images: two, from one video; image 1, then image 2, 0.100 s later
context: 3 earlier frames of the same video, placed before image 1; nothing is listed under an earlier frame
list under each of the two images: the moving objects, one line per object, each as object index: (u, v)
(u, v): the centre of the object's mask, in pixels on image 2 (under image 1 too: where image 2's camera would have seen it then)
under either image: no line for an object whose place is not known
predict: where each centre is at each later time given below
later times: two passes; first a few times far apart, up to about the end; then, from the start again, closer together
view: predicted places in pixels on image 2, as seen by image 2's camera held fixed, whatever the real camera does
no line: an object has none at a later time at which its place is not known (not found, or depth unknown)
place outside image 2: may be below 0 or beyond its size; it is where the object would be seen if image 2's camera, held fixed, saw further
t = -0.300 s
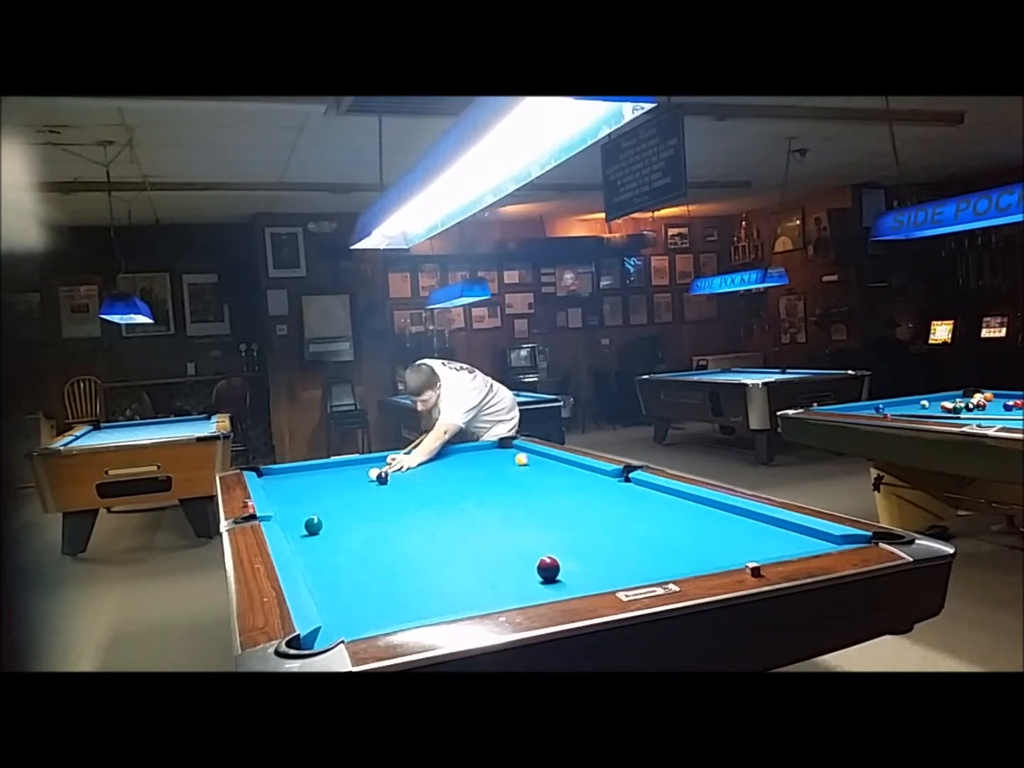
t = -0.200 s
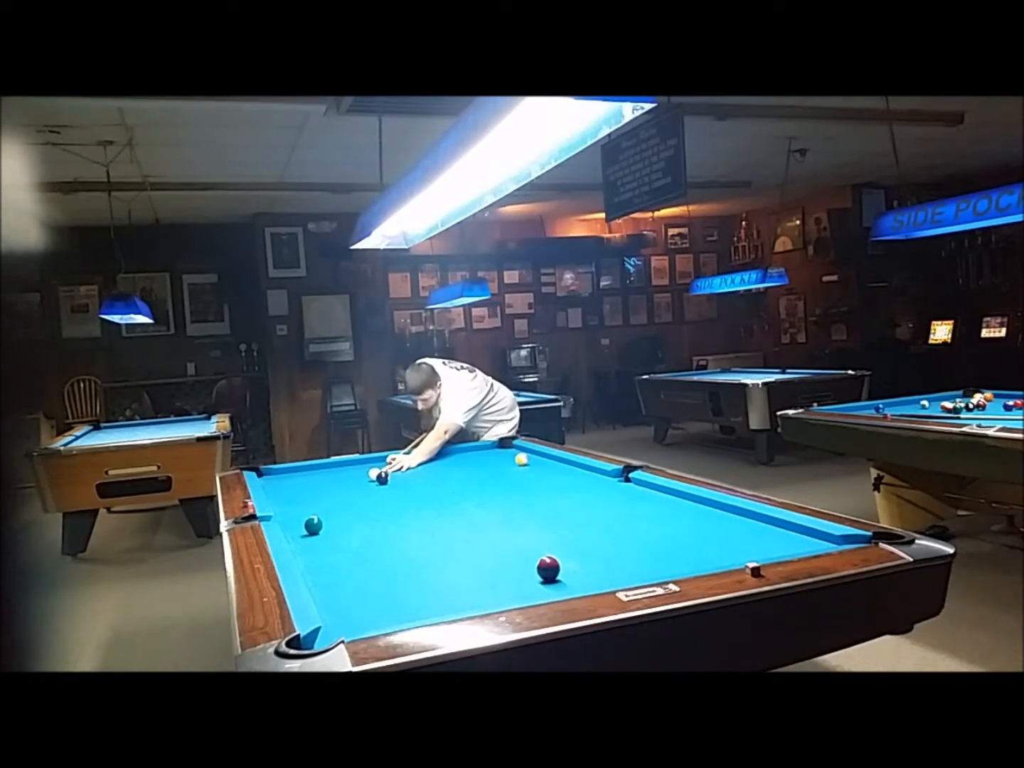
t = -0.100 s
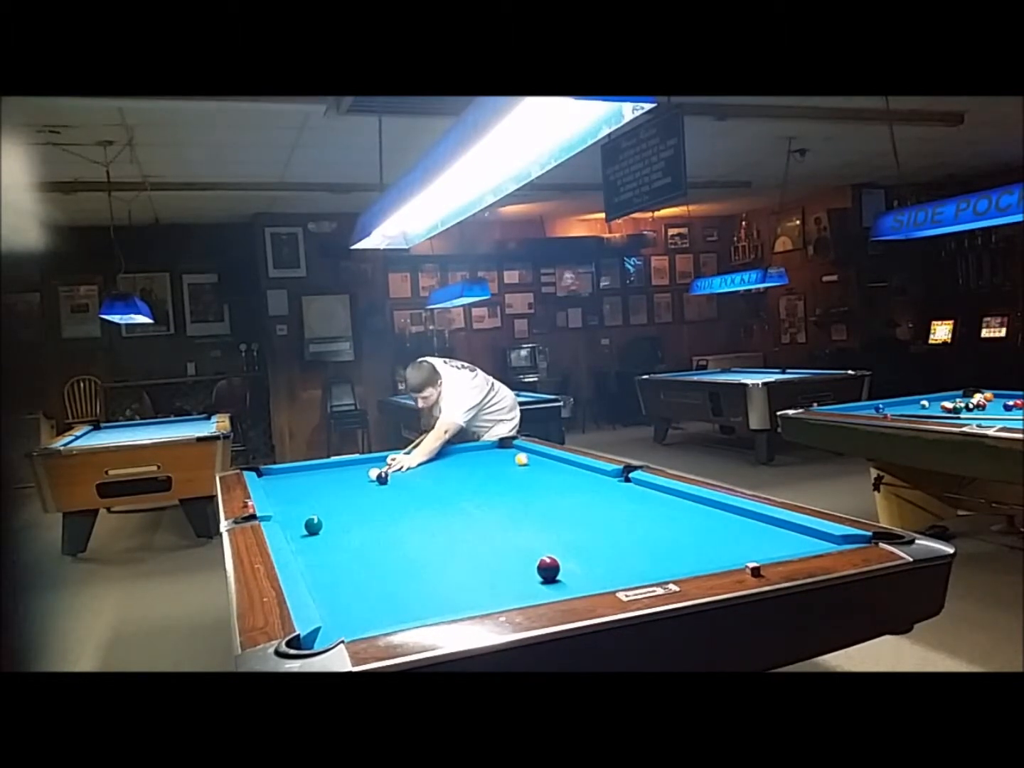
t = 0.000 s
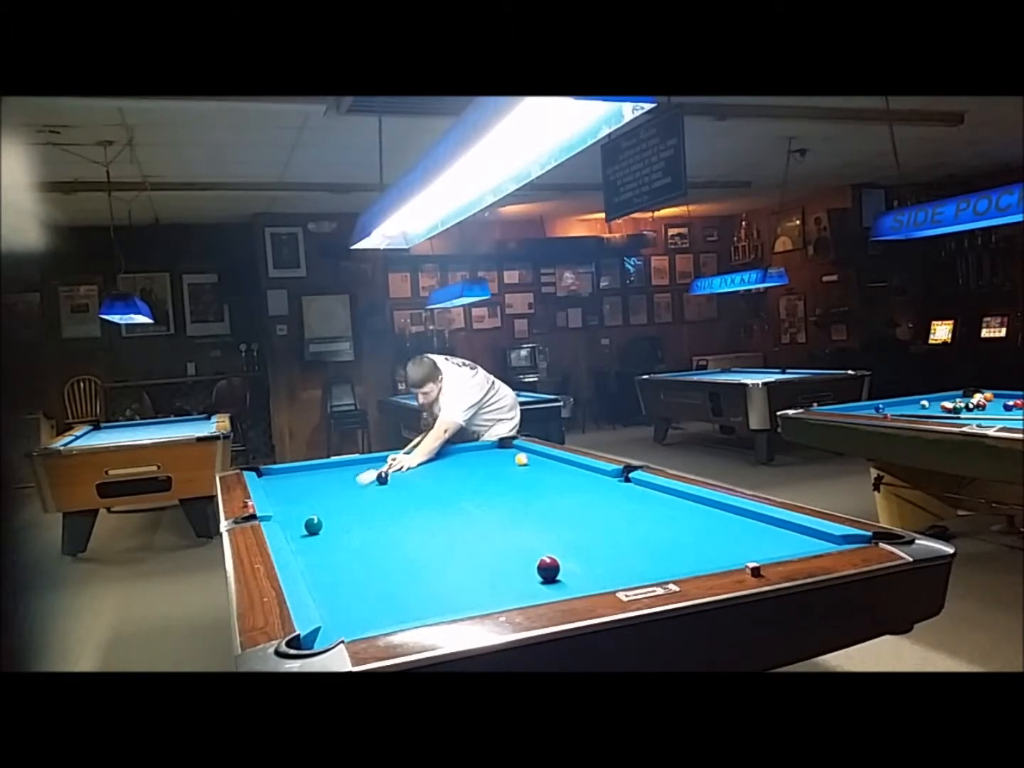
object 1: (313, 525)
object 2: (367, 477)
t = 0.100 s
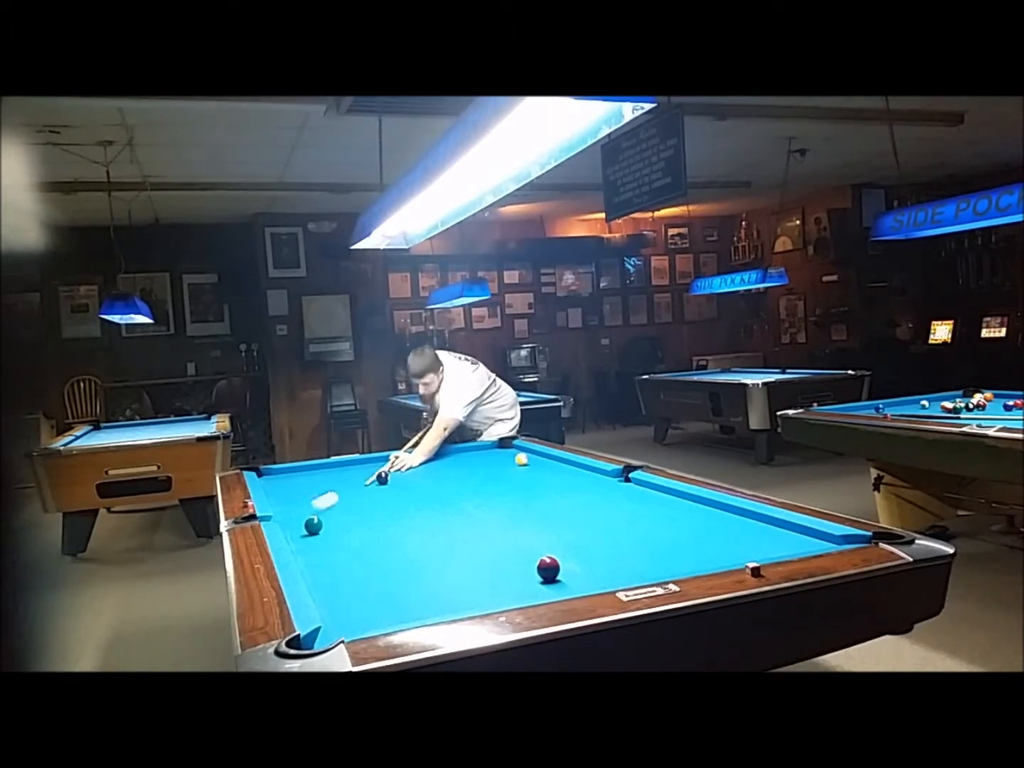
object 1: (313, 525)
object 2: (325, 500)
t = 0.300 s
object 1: (381, 518)
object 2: (303, 544)
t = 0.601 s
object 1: (522, 504)
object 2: (360, 592)
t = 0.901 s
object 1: (643, 493)
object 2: (414, 594)
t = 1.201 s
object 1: (614, 502)
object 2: (439, 555)
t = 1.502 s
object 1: (553, 514)
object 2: (457, 527)
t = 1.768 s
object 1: (495, 528)
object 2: (469, 508)
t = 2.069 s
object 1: (425, 544)
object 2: (479, 491)
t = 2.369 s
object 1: (348, 562)
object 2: (488, 478)
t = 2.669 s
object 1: (336, 569)
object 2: (495, 467)
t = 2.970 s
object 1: (388, 563)
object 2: (501, 457)
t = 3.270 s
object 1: (435, 557)
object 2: (506, 450)
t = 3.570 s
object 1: (479, 552)
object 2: (501, 444)
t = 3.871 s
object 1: (518, 548)
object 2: (506, 443)
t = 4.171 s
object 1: (554, 544)
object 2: (502, 444)
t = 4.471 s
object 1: (587, 540)
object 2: (497, 444)
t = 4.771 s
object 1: (618, 537)
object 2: (492, 444)
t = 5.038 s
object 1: (642, 535)
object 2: (491, 445)
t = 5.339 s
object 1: (667, 532)
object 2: (490, 445)
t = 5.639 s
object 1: (689, 530)
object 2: (490, 445)
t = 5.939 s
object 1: (709, 528)
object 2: (490, 445)
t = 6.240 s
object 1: (726, 526)
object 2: (490, 445)
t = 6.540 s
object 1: (740, 525)
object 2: (490, 445)
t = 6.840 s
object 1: (753, 525)
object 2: (490, 445)
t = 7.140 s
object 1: (762, 523)
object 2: (490, 445)
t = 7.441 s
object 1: (769, 522)
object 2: (490, 445)
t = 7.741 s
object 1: (769, 522)
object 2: (489, 445)
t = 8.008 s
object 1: (767, 523)
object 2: (489, 445)
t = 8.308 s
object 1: (767, 523)
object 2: (490, 445)
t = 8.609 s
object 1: (767, 523)
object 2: (490, 445)
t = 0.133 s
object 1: (312, 527)
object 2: (309, 510)
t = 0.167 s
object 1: (313, 526)
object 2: (293, 520)
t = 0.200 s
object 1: (322, 523)
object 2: (296, 527)
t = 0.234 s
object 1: (344, 521)
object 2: (294, 533)
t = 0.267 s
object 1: (364, 520)
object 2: (298, 539)
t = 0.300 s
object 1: (381, 518)
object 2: (303, 544)
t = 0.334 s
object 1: (400, 516)
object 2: (309, 549)
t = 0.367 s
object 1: (418, 514)
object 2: (315, 554)
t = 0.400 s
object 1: (433, 513)
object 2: (321, 559)
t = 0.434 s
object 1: (448, 511)
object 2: (328, 564)
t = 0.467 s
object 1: (463, 510)
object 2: (333, 570)
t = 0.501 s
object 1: (478, 509)
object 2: (340, 575)
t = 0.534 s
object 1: (491, 506)
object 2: (346, 580)
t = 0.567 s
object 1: (507, 505)
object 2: (353, 586)
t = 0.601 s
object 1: (522, 504)
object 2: (360, 592)
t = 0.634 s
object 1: (535, 502)
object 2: (368, 599)
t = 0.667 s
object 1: (549, 501)
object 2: (376, 605)
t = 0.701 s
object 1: (563, 500)
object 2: (384, 612)
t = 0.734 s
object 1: (578, 499)
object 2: (393, 615)
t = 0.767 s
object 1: (590, 498)
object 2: (400, 615)
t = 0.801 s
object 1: (604, 496)
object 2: (404, 610)
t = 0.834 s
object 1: (617, 495)
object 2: (407, 606)
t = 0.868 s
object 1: (631, 494)
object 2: (411, 601)
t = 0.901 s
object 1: (643, 493)
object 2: (414, 594)
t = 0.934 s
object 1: (656, 492)
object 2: (417, 590)
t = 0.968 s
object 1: (662, 492)
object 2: (420, 584)
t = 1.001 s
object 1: (655, 494)
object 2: (423, 580)
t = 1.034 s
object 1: (647, 495)
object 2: (426, 576)
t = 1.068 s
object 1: (640, 496)
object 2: (429, 571)
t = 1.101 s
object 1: (634, 497)
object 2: (431, 567)
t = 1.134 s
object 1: (627, 498)
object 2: (434, 563)
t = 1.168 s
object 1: (621, 500)
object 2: (437, 559)
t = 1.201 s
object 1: (614, 502)
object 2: (439, 555)
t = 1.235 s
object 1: (608, 503)
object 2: (441, 552)
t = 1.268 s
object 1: (601, 504)
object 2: (443, 548)
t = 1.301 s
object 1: (594, 506)
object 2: (445, 545)
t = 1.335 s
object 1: (587, 507)
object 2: (448, 541)
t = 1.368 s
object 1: (580, 509)
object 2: (449, 539)
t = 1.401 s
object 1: (574, 510)
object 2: (452, 536)
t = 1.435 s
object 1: (567, 511)
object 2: (453, 533)
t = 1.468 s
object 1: (560, 513)
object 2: (456, 530)
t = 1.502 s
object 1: (553, 514)
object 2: (457, 527)
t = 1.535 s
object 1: (547, 516)
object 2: (459, 524)
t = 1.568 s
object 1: (539, 518)
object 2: (460, 522)
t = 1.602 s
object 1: (532, 519)
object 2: (462, 519)
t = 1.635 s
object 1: (525, 521)
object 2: (464, 517)
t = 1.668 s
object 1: (517, 523)
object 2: (465, 514)
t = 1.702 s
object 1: (510, 525)
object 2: (466, 512)
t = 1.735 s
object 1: (503, 526)
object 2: (468, 510)
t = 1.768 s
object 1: (495, 528)
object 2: (469, 508)
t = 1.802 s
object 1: (488, 529)
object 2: (470, 506)
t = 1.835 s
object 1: (481, 532)
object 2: (472, 504)
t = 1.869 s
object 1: (473, 533)
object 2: (473, 502)
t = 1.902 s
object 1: (465, 535)
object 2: (474, 500)
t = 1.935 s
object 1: (457, 536)
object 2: (475, 498)
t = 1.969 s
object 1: (450, 538)
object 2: (476, 496)
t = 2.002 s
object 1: (441, 540)
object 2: (477, 494)
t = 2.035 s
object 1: (433, 542)
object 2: (478, 493)
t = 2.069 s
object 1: (425, 544)
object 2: (479, 491)
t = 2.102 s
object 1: (417, 546)
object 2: (481, 489)
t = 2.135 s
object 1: (409, 548)
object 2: (481, 488)
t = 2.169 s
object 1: (400, 550)
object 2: (483, 486)
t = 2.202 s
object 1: (391, 552)
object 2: (483, 485)
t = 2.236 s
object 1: (383, 554)
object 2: (484, 483)
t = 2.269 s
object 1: (375, 556)
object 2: (486, 482)
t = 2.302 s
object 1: (365, 558)
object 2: (486, 480)
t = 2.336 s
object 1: (356, 560)
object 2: (487, 479)
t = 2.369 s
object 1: (348, 562)
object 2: (488, 478)
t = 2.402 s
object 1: (339, 565)
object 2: (489, 476)
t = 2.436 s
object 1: (330, 566)
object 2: (490, 475)
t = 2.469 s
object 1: (320, 569)
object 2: (490, 474)
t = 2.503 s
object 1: (312, 570)
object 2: (491, 472)
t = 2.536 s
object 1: (312, 571)
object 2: (492, 471)
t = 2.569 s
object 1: (318, 571)
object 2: (493, 470)
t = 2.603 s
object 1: (325, 570)
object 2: (493, 469)
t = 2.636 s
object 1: (330, 570)
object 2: (494, 468)
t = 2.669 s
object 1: (336, 569)
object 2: (495, 467)
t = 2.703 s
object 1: (343, 568)
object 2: (495, 466)
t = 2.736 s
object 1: (349, 567)
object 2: (496, 464)
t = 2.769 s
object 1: (354, 567)
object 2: (497, 463)
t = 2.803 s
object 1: (361, 565)
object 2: (498, 462)
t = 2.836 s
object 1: (366, 564)
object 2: (498, 461)
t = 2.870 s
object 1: (372, 564)
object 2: (499, 461)
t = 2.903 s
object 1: (377, 564)
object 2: (499, 460)
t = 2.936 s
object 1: (383, 563)
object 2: (500, 459)
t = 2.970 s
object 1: (388, 563)
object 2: (501, 457)
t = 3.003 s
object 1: (393, 562)
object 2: (501, 456)
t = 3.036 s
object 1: (399, 561)
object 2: (502, 456)
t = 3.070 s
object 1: (404, 560)
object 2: (502, 455)
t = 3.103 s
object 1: (410, 560)
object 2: (503, 454)
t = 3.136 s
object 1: (415, 560)
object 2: (504, 453)
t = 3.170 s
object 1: (420, 559)
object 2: (504, 452)
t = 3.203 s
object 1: (425, 559)
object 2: (505, 451)
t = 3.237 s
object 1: (430, 558)
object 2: (505, 451)
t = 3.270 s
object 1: (435, 557)
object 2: (506, 450)
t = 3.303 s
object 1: (440, 557)
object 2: (506, 449)
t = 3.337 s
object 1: (445, 556)
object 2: (507, 448)
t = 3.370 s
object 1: (450, 556)
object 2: (507, 448)
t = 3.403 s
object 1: (455, 555)
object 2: (508, 446)
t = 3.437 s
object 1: (460, 554)
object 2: (508, 446)
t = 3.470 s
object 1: (464, 554)
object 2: (508, 445)
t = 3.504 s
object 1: (469, 553)
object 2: (506, 444)
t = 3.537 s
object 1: (474, 553)
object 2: (504, 444)
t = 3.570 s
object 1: (479, 552)
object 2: (501, 444)
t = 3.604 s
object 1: (483, 552)
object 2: (499, 444)
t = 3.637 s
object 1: (487, 552)
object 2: (497, 444)
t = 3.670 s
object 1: (492, 551)
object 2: (497, 444)
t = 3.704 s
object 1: (496, 551)
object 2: (498, 444)
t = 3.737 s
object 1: (501, 550)
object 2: (500, 444)
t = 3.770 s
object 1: (505, 550)
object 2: (501, 444)
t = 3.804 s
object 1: (509, 549)
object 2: (503, 444)
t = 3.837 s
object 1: (514, 549)
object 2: (505, 444)
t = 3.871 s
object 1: (518, 548)
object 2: (506, 443)
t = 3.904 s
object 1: (522, 548)
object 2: (506, 443)
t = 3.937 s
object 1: (526, 547)
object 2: (507, 443)
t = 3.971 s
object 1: (530, 547)
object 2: (506, 443)
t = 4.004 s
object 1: (534, 546)
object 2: (506, 444)
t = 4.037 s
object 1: (538, 545)
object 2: (505, 443)
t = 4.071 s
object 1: (543, 544)
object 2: (505, 444)
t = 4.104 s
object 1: (547, 544)
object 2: (504, 444)
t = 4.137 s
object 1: (551, 544)
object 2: (503, 444)
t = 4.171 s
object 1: (554, 544)
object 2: (502, 444)
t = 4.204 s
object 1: (558, 543)
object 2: (501, 444)
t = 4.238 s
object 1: (562, 543)
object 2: (501, 444)
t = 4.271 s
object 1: (565, 542)
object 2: (500, 444)
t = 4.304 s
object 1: (569, 542)
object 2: (499, 444)
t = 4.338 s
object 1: (573, 542)
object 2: (499, 444)
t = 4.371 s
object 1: (577, 542)
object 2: (498, 444)
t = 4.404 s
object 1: (580, 541)
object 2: (498, 444)
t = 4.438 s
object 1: (584, 541)
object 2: (497, 444)
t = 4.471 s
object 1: (587, 540)
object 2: (497, 444)
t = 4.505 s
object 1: (591, 540)
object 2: (496, 444)
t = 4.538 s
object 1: (594, 540)
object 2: (496, 444)
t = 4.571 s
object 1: (597, 539)
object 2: (495, 444)
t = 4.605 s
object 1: (601, 539)
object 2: (495, 444)
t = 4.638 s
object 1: (605, 538)
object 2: (494, 444)
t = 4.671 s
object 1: (608, 538)
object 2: (494, 445)
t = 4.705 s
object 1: (611, 538)
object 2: (493, 445)
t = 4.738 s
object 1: (615, 538)
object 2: (493, 444)
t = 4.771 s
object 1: (618, 537)
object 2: (492, 444)
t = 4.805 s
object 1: (621, 537)
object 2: (492, 445)
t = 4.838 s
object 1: (624, 537)
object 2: (492, 445)
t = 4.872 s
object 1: (627, 536)
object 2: (491, 445)
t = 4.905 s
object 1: (630, 536)
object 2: (491, 445)
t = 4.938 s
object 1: (633, 536)
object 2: (491, 445)
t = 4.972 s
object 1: (636, 535)
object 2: (491, 445)
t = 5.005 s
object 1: (639, 535)
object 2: (491, 445)
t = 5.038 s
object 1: (642, 535)
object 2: (491, 445)
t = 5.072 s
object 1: (645, 535)
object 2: (490, 445)
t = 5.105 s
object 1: (648, 534)
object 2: (490, 445)
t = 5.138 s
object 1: (651, 534)
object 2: (491, 445)
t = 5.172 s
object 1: (654, 534)
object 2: (490, 445)
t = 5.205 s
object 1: (657, 534)
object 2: (490, 445)
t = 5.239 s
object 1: (659, 533)
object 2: (490, 445)
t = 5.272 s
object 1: (661, 533)
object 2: (490, 445)
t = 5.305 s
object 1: (665, 533)
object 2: (490, 445)
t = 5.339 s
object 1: (667, 532)
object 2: (490, 445)
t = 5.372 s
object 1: (670, 532)
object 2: (490, 445)
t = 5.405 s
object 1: (672, 531)
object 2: (490, 445)
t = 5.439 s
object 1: (675, 531)
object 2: (490, 445)
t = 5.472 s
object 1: (678, 531)
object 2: (490, 445)
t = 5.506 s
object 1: (680, 531)
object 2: (490, 445)
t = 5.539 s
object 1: (682, 531)
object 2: (490, 445)
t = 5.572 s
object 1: (685, 531)
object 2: (490, 445)
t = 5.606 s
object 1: (687, 530)
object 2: (490, 445)
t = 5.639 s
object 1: (689, 530)
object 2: (490, 445)
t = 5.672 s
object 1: (691, 530)
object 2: (490, 445)
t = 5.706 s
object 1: (694, 530)
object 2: (489, 445)
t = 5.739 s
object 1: (696, 529)
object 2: (490, 445)
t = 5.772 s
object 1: (698, 529)
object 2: (489, 445)
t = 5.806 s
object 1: (701, 529)
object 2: (489, 445)
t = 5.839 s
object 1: (703, 529)
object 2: (489, 445)
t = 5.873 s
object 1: (705, 529)
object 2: (490, 445)
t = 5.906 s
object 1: (707, 529)
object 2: (489, 445)
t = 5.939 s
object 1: (709, 528)
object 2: (490, 445)
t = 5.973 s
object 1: (711, 528)
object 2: (489, 445)
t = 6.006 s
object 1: (713, 528)
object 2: (489, 445)
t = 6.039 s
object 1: (715, 528)
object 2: (490, 445)
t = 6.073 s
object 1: (717, 527)
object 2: (489, 445)
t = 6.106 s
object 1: (719, 527)
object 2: (490, 445)
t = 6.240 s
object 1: (726, 526)
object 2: (490, 445)
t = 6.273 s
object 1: (728, 526)
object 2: (490, 445)
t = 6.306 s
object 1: (730, 526)
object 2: (490, 445)
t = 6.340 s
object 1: (731, 526)
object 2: (490, 445)
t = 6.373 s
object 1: (733, 526)
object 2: (490, 445)
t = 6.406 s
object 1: (734, 526)
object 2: (490, 445)
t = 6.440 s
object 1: (736, 526)
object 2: (490, 445)
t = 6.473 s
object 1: (738, 525)
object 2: (490, 445)
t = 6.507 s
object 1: (739, 525)
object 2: (490, 445)
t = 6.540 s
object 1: (740, 525)
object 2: (490, 445)
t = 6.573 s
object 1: (742, 525)
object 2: (490, 445)
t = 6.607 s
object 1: (743, 525)
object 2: (490, 445)
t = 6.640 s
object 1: (745, 525)
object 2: (490, 445)
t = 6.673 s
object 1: (746, 525)
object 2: (490, 445)
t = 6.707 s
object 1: (748, 525)
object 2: (490, 445)
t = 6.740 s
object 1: (749, 525)
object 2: (490, 445)
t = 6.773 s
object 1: (750, 525)
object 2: (490, 445)
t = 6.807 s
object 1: (751, 525)
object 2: (490, 445)
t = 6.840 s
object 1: (753, 525)
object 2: (490, 445)
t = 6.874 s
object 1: (754, 525)
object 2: (490, 445)
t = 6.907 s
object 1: (754, 524)
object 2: (490, 445)
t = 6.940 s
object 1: (755, 524)
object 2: (490, 445)
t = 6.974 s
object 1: (756, 524)
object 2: (490, 445)
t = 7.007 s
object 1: (758, 524)
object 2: (490, 445)
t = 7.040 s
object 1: (759, 523)
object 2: (490, 445)
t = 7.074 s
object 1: (760, 523)
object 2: (490, 445)
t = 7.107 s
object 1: (761, 523)
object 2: (490, 445)
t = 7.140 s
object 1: (762, 523)
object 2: (490, 445)
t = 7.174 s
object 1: (763, 523)
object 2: (490, 445)
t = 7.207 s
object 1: (764, 523)
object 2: (490, 445)
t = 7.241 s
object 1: (765, 523)
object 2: (490, 445)
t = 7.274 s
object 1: (765, 523)
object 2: (490, 445)
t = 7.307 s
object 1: (766, 523)
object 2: (490, 445)
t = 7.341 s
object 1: (767, 522)
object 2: (490, 445)
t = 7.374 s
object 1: (768, 522)
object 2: (490, 445)
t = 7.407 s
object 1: (768, 522)
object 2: (490, 445)
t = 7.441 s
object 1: (769, 522)
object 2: (490, 445)
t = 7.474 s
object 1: (769, 522)
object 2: (490, 445)
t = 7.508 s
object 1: (770, 522)
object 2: (490, 445)
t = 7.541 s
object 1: (770, 522)
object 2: (490, 445)
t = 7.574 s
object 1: (770, 522)
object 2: (490, 445)
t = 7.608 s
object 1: (770, 522)
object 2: (489, 445)
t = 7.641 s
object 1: (769, 522)
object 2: (490, 445)
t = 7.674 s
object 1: (769, 522)
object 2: (490, 445)
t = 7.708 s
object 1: (769, 522)
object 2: (489, 445)
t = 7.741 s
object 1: (769, 522)
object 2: (489, 445)
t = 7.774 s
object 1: (768, 522)
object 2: (489, 445)
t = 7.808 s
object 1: (768, 522)
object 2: (490, 445)
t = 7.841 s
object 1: (768, 522)
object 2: (490, 445)
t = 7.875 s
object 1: (768, 522)
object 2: (490, 445)
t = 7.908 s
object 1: (768, 522)
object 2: (490, 445)
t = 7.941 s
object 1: (768, 522)
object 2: (490, 445)
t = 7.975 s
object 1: (767, 523)
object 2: (490, 445)
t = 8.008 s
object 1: (767, 523)
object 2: (489, 445)
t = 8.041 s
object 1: (767, 523)
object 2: (490, 445)
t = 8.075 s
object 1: (767, 523)
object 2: (490, 445)
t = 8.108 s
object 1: (767, 523)
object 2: (490, 445)
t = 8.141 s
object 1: (767, 523)
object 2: (490, 445)
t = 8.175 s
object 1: (767, 523)
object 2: (490, 445)
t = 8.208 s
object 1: (767, 523)
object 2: (489, 445)
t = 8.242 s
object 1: (767, 523)
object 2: (489, 445)
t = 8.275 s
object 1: (767, 523)
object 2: (489, 445)
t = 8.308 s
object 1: (767, 523)
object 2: (490, 445)
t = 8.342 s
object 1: (767, 523)
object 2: (489, 445)
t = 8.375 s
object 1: (767, 523)
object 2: (489, 445)
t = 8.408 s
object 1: (767, 523)
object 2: (490, 445)
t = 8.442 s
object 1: (767, 523)
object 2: (489, 445)
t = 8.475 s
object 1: (767, 523)
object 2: (489, 445)
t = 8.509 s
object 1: (767, 523)
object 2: (490, 445)
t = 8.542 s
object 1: (767, 523)
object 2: (490, 445)
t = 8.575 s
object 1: (767, 523)
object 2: (490, 445)
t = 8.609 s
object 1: (767, 523)
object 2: (490, 445)
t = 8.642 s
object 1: (767, 523)
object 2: (489, 445)
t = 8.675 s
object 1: (767, 523)
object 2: (490, 445)
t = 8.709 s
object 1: (767, 523)
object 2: (490, 445)
